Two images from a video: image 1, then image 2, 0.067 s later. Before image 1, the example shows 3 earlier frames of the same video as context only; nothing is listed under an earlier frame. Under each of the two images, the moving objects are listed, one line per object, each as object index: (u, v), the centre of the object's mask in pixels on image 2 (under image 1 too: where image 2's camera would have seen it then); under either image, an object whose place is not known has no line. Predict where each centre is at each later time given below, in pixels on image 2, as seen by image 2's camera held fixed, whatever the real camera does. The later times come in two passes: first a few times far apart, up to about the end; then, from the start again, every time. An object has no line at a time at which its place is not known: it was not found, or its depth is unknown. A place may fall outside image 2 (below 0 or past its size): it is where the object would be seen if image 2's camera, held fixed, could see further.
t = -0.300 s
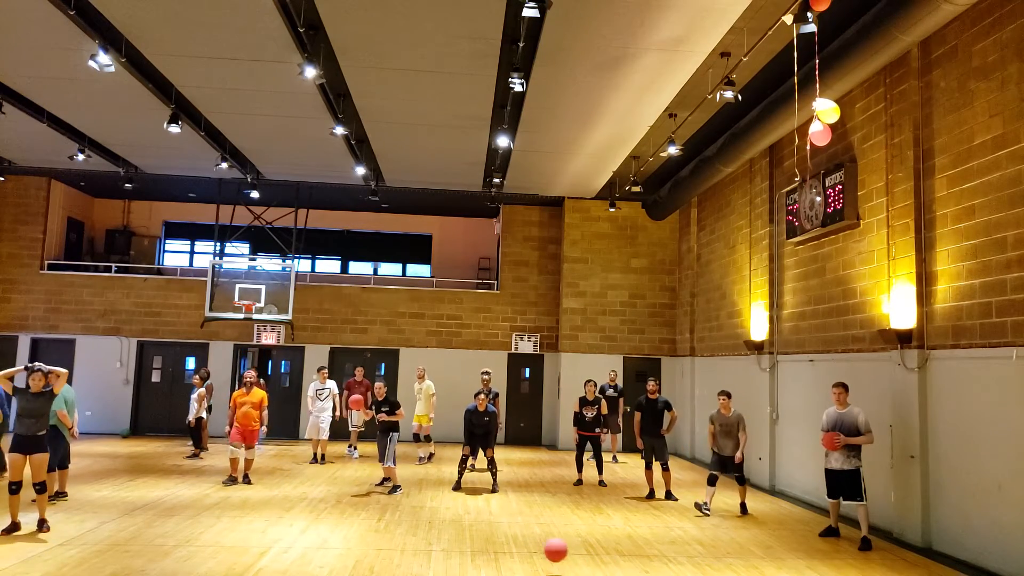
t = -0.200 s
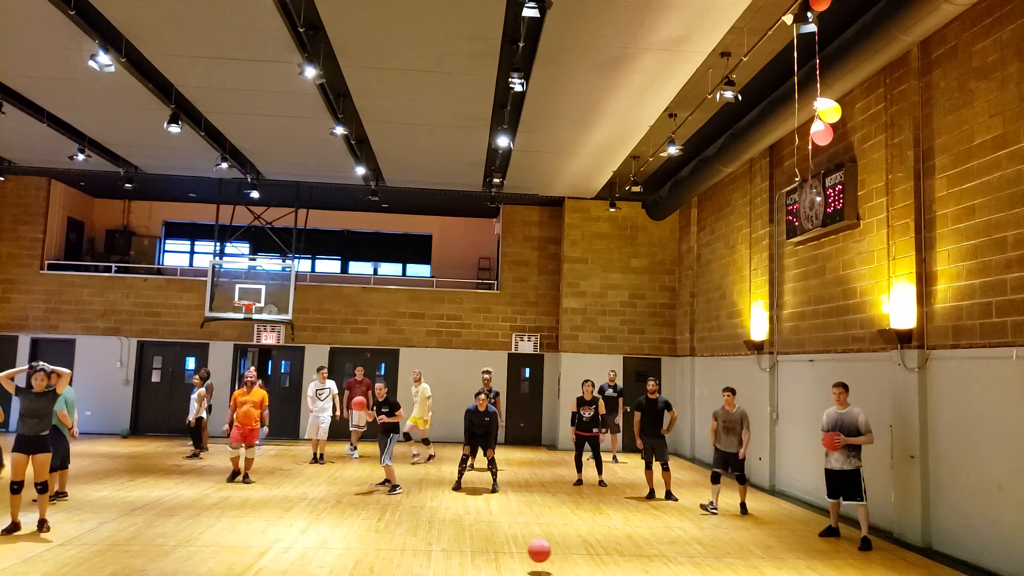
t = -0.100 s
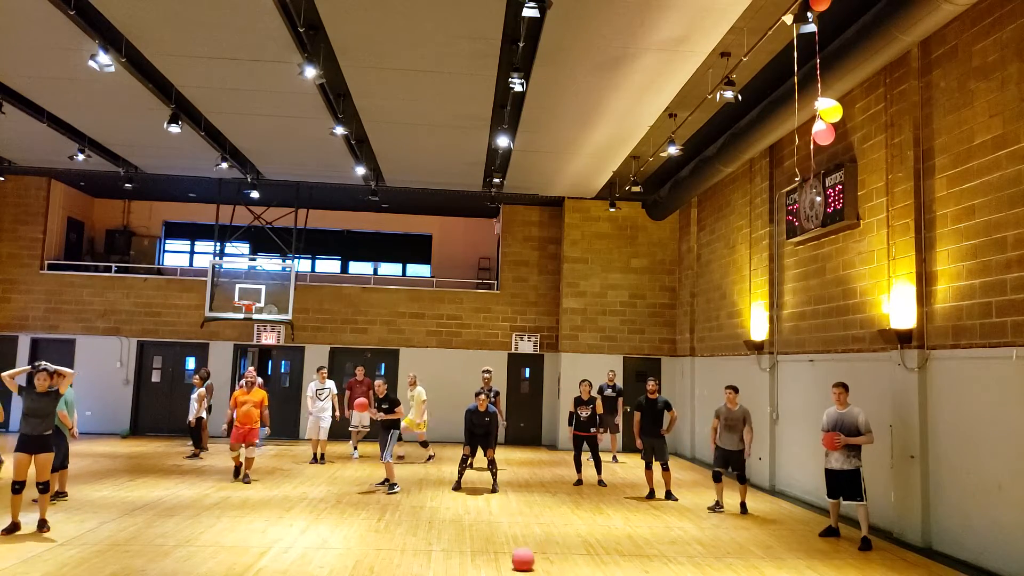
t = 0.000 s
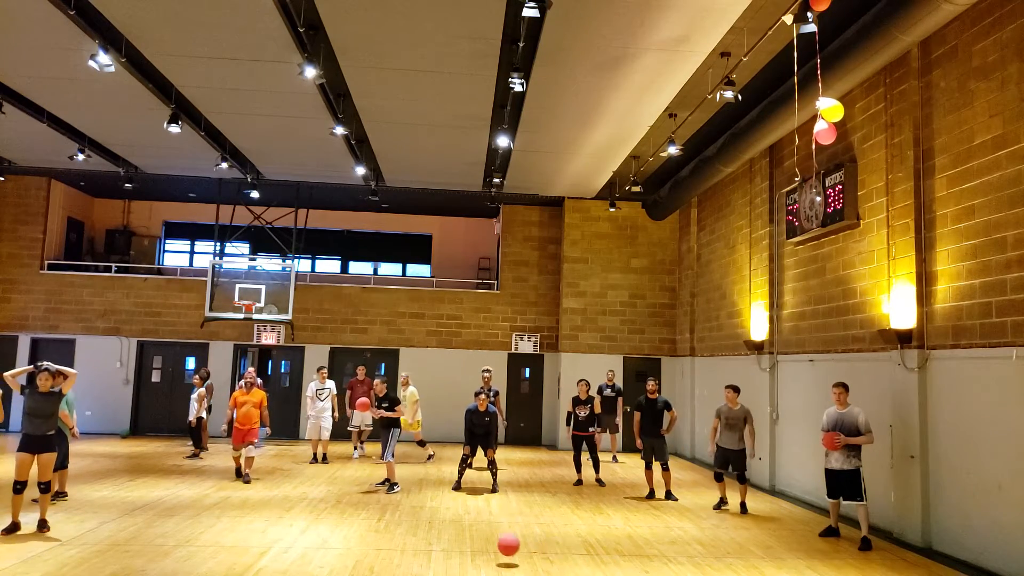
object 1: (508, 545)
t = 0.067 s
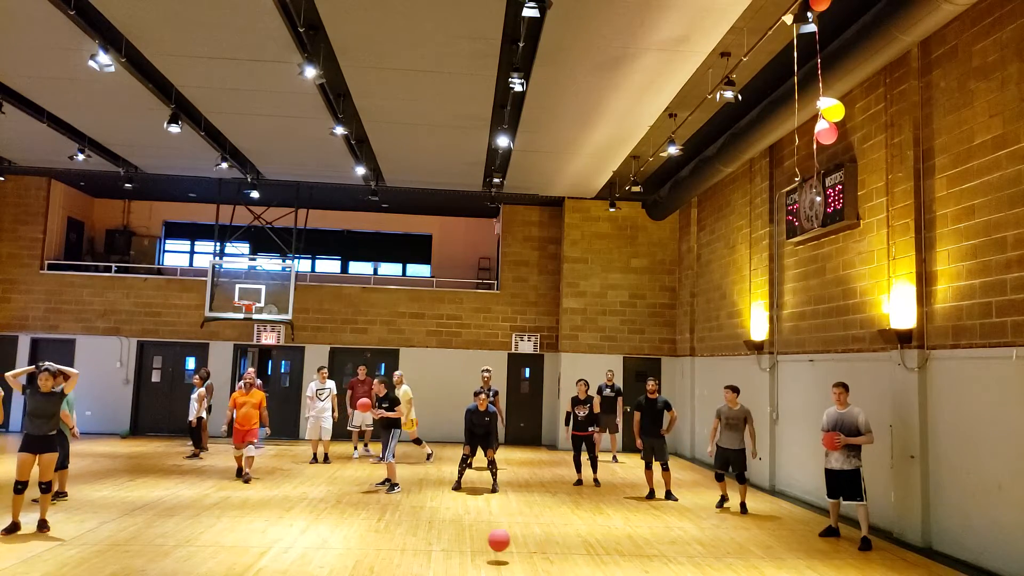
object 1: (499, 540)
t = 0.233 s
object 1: (475, 548)
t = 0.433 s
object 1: (450, 533)
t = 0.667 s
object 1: (424, 527)
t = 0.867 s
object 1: (402, 524)
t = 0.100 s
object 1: (494, 540)
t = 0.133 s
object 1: (489, 540)
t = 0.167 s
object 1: (484, 542)
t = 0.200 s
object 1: (480, 546)
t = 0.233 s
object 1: (475, 548)
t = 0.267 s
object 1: (471, 543)
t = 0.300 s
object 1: (467, 538)
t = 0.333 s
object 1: (463, 535)
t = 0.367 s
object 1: (459, 533)
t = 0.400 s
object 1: (455, 532)
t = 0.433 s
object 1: (450, 533)
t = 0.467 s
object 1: (446, 534)
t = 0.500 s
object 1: (442, 537)
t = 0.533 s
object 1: (438, 538)
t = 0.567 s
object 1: (434, 534)
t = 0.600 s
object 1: (431, 530)
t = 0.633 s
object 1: (427, 528)
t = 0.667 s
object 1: (424, 527)
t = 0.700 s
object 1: (420, 527)
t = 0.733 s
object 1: (417, 528)
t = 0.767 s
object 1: (413, 530)
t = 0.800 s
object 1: (409, 531)
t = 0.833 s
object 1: (406, 528)
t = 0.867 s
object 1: (402, 524)
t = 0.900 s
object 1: (399, 523)
